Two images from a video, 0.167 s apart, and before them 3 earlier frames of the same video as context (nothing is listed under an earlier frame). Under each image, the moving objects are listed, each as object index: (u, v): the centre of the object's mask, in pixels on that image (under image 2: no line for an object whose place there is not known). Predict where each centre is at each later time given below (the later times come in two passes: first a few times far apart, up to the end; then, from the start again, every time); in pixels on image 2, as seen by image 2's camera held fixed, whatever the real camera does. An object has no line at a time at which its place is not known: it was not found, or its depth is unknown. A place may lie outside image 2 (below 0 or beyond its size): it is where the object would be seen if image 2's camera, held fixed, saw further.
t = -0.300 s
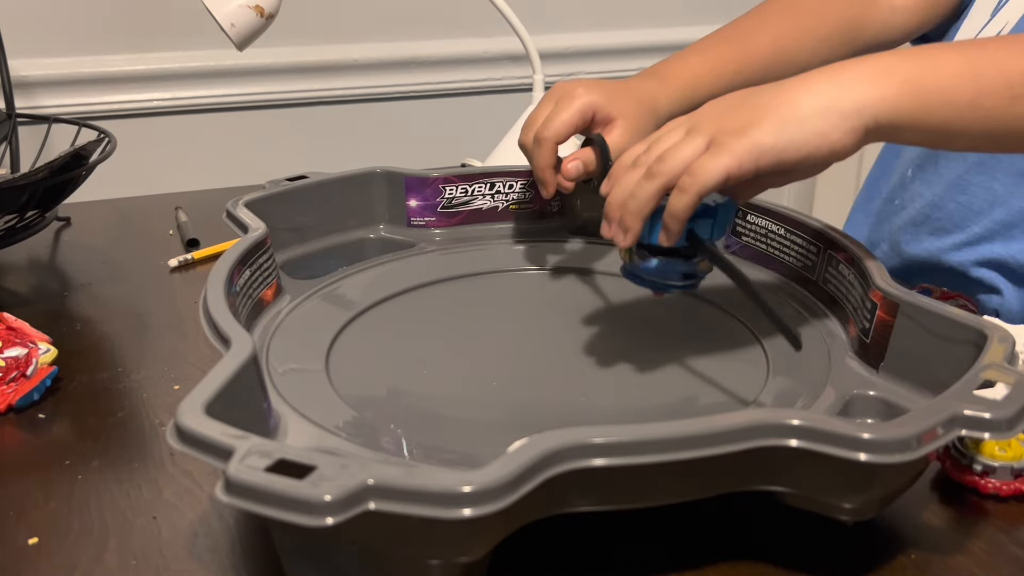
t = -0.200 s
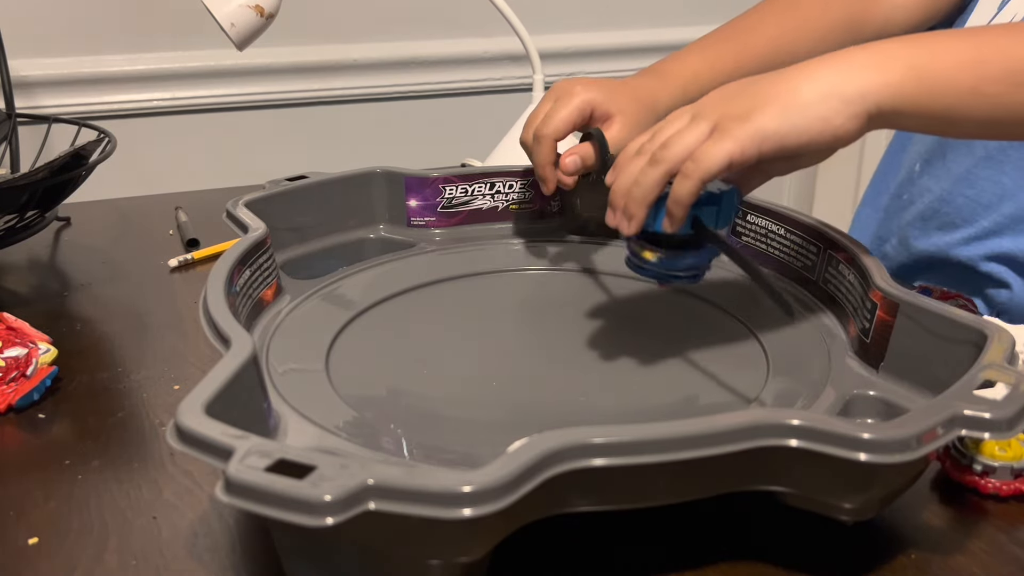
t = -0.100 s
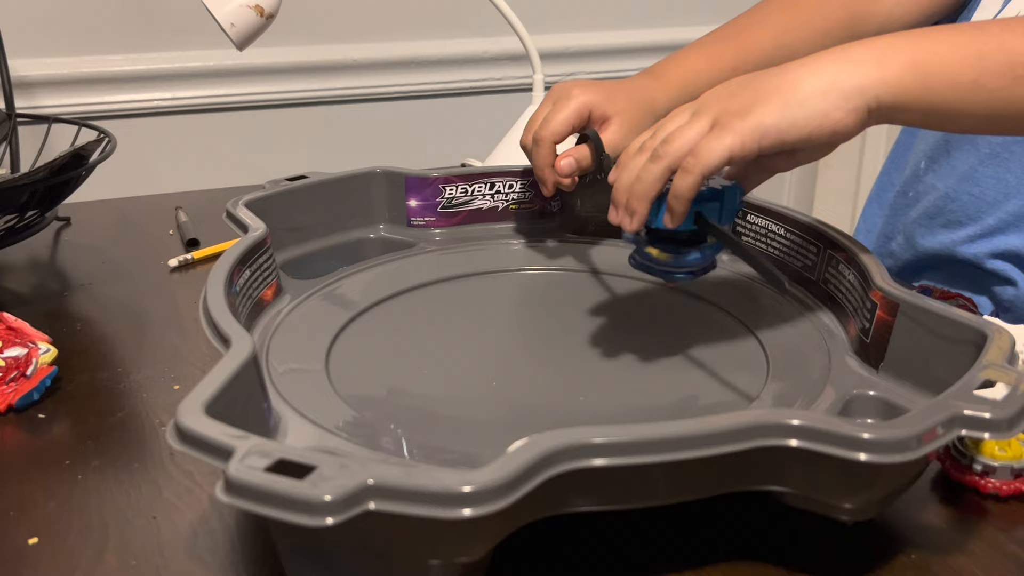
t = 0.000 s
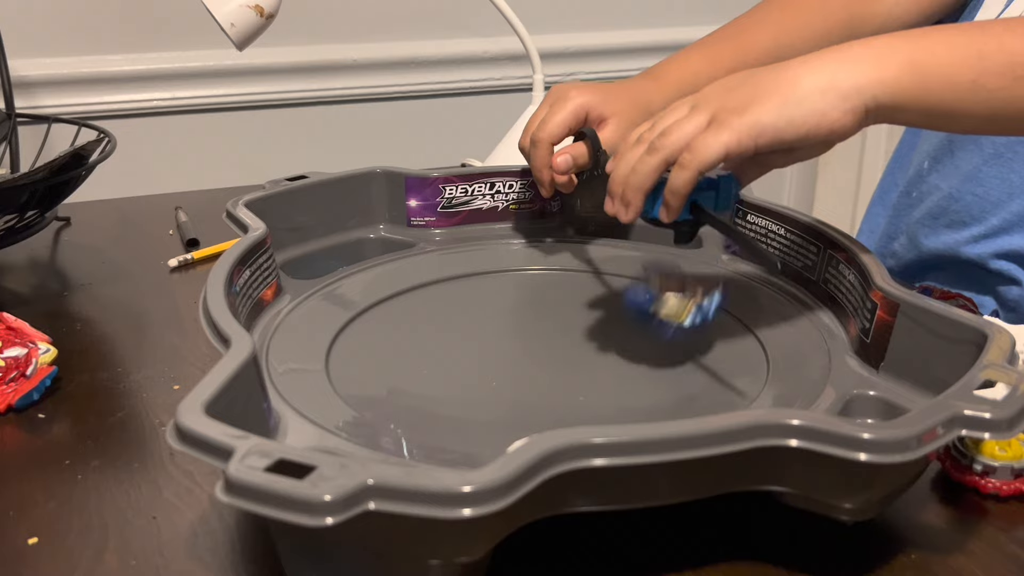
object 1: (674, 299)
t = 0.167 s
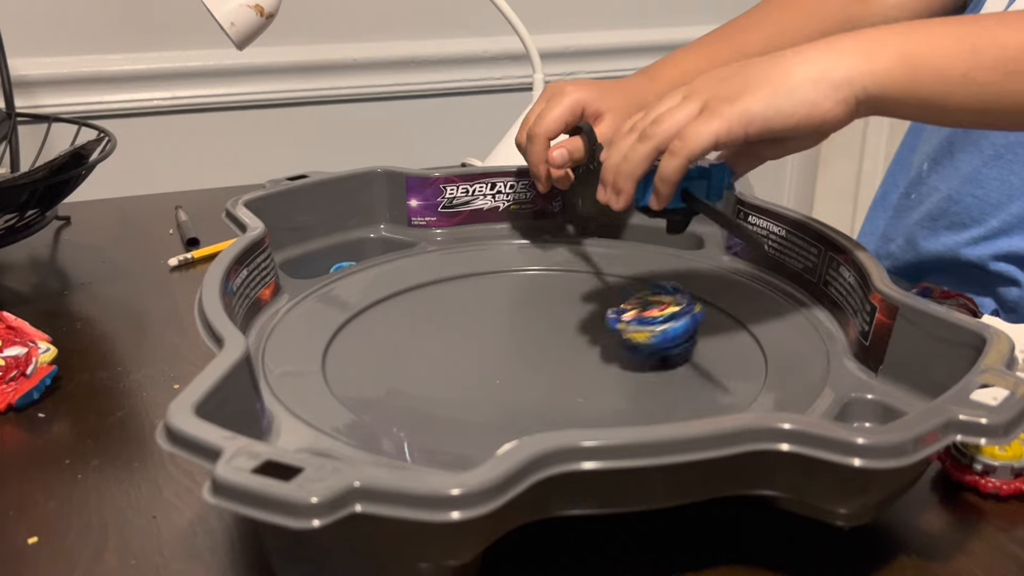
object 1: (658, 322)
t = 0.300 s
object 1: (614, 336)
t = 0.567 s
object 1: (590, 354)
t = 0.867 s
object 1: (594, 355)
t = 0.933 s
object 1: (594, 355)
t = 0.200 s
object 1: (649, 326)
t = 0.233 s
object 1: (637, 331)
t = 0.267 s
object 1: (625, 334)
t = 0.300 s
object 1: (614, 336)
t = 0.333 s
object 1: (605, 339)
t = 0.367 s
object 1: (596, 343)
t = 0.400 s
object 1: (590, 347)
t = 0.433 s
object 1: (587, 350)
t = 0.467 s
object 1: (586, 352)
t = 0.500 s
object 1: (586, 353)
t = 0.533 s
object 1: (588, 353)
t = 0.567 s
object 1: (590, 354)
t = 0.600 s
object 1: (592, 354)
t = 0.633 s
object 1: (594, 355)
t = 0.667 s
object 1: (595, 355)
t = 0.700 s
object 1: (595, 355)
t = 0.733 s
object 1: (593, 355)
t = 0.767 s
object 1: (593, 355)
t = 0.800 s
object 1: (593, 355)
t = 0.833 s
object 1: (594, 355)
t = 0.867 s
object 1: (594, 355)
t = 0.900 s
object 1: (594, 355)
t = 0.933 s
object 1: (594, 355)
